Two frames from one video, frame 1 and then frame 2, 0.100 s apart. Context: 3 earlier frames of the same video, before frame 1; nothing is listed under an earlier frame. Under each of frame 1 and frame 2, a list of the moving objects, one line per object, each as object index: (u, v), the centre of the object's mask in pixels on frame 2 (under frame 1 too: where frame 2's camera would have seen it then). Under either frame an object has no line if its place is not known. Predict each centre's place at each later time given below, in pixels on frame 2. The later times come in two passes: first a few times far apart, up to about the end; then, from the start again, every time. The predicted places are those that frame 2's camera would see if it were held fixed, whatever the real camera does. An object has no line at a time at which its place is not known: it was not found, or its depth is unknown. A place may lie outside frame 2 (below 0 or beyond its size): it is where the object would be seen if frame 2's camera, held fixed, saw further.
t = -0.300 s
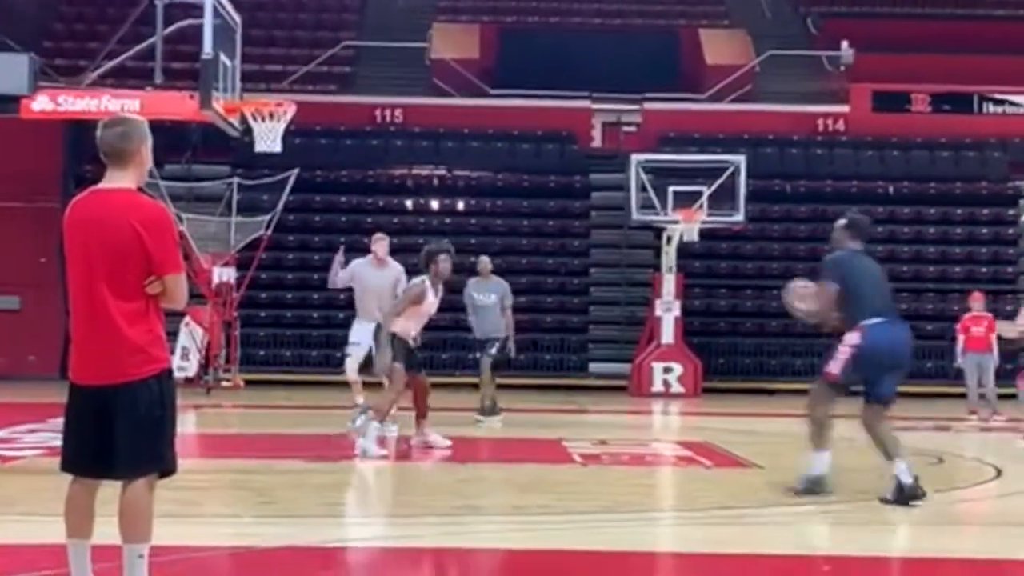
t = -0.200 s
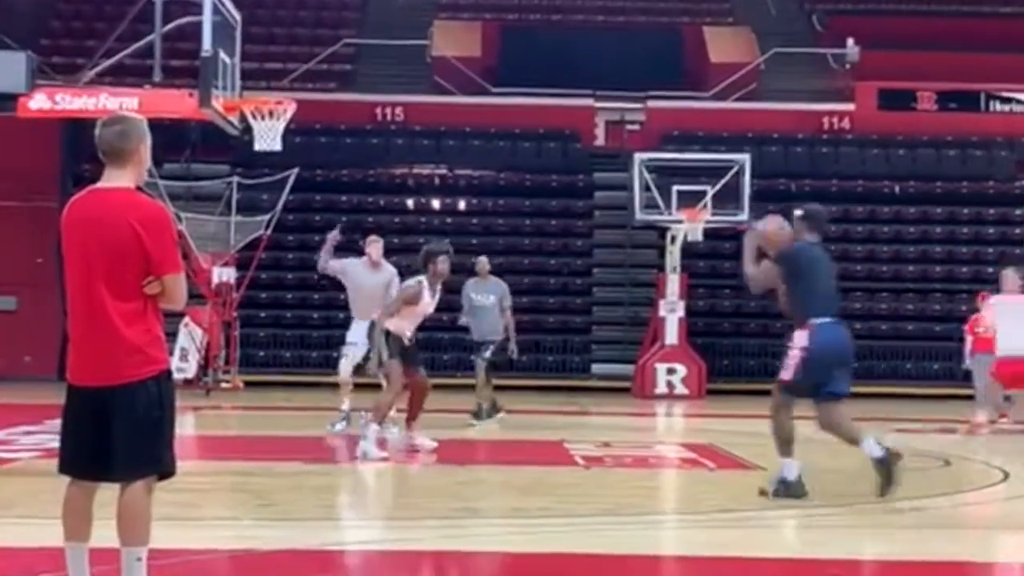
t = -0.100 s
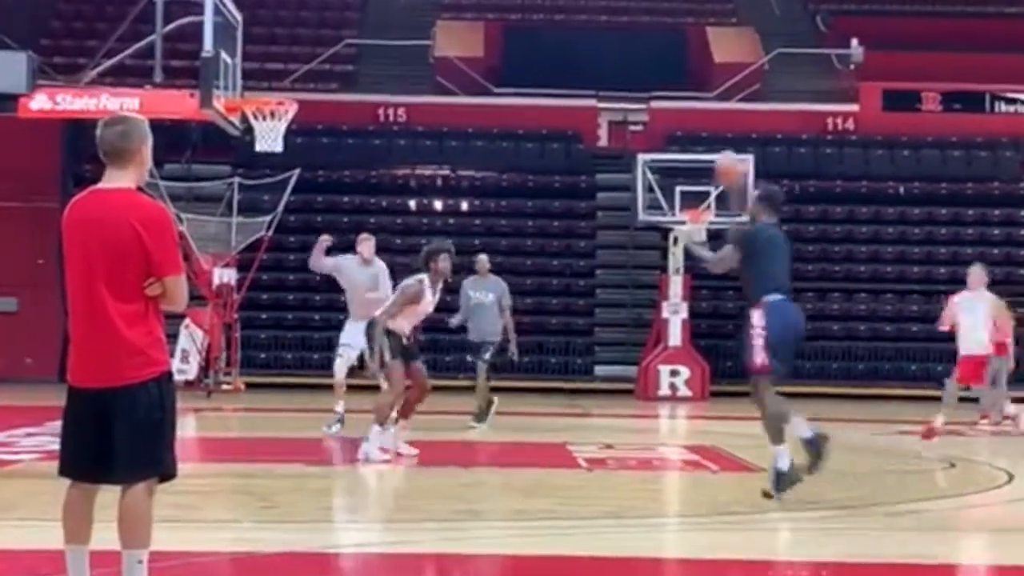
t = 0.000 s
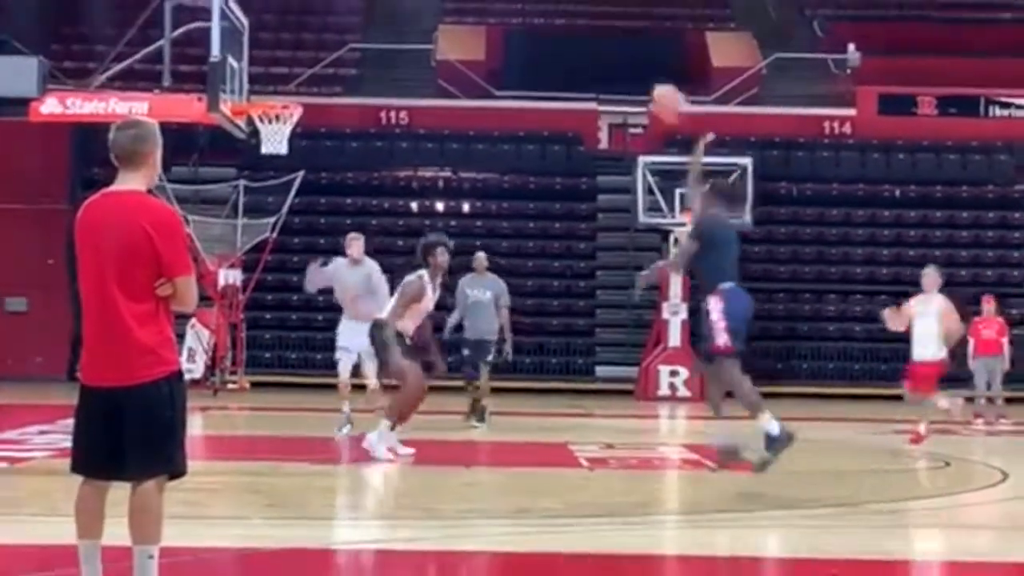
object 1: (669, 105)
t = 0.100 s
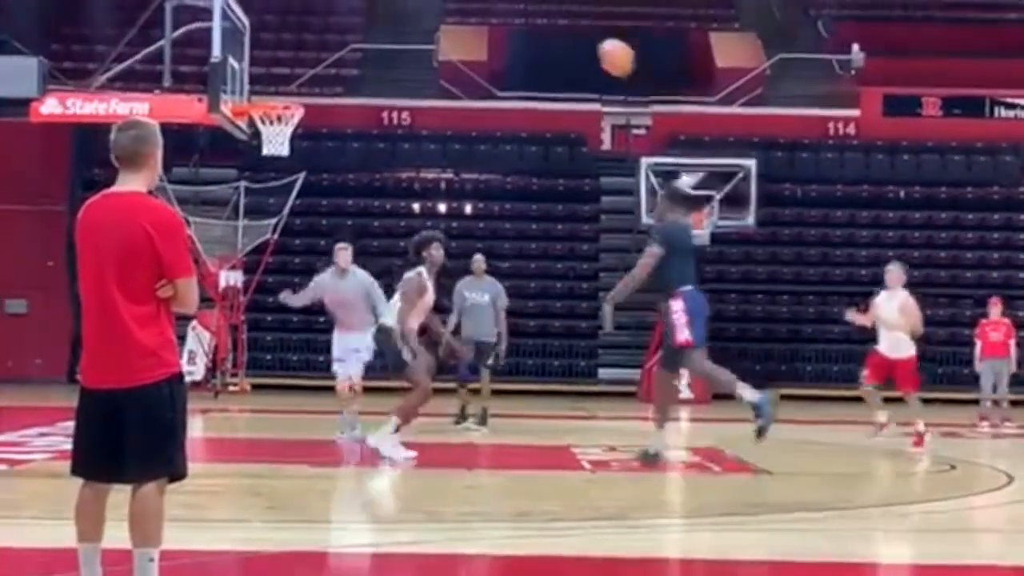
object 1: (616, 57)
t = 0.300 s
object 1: (518, 11)
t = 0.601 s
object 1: (392, 28)
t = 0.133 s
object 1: (599, 46)
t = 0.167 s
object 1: (582, 35)
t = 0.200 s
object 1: (565, 26)
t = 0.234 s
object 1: (549, 19)
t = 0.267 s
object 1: (534, 14)
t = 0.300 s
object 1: (518, 11)
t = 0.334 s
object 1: (502, 9)
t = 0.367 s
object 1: (488, 9)
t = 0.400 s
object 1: (473, 8)
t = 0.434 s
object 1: (459, 9)
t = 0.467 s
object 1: (445, 9)
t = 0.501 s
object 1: (431, 12)
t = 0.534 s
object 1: (418, 16)
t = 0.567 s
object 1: (404, 22)
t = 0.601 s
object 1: (392, 28)
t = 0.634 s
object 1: (380, 36)
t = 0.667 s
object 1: (367, 46)
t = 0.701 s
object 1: (355, 55)
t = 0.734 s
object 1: (343, 66)
